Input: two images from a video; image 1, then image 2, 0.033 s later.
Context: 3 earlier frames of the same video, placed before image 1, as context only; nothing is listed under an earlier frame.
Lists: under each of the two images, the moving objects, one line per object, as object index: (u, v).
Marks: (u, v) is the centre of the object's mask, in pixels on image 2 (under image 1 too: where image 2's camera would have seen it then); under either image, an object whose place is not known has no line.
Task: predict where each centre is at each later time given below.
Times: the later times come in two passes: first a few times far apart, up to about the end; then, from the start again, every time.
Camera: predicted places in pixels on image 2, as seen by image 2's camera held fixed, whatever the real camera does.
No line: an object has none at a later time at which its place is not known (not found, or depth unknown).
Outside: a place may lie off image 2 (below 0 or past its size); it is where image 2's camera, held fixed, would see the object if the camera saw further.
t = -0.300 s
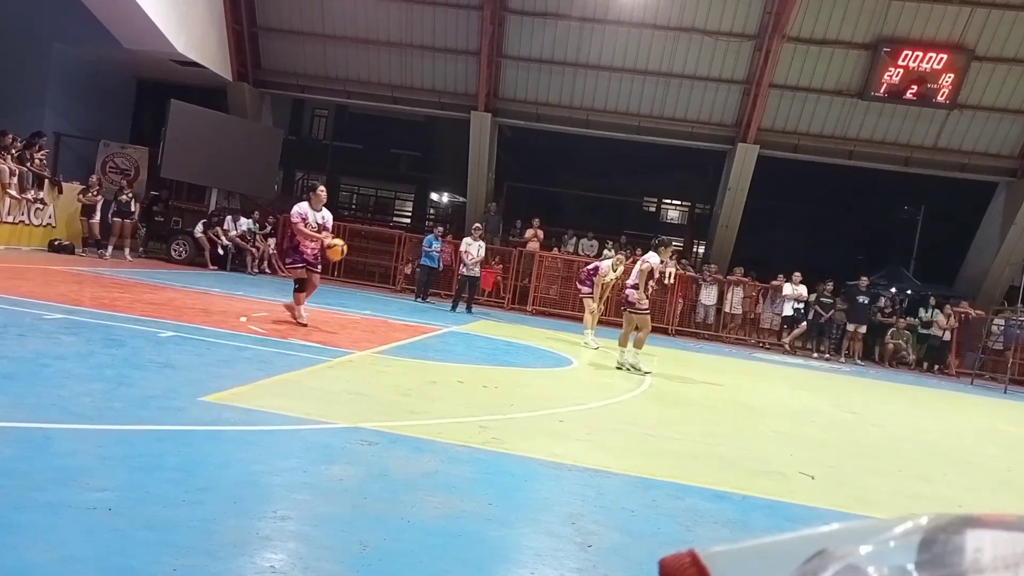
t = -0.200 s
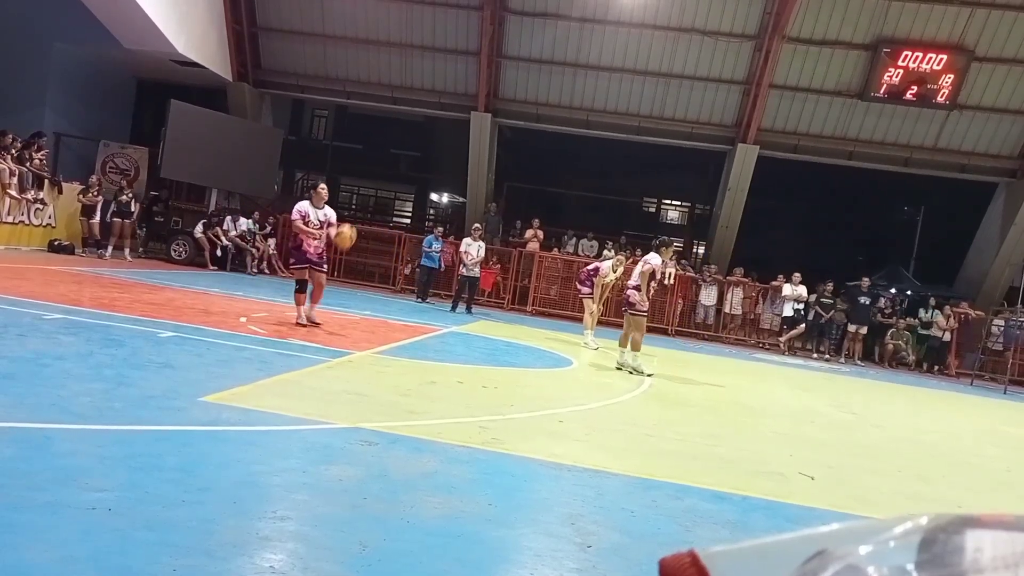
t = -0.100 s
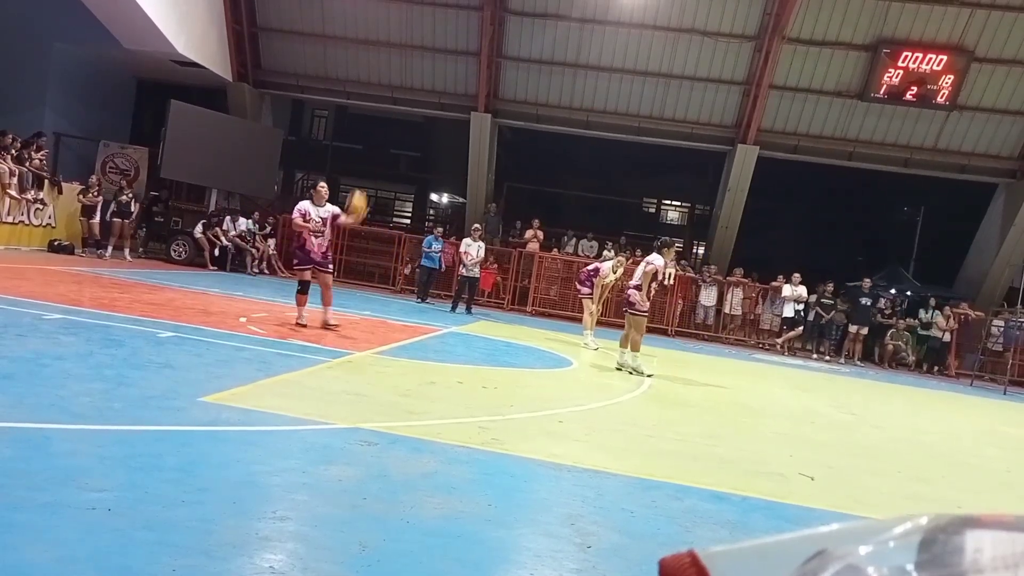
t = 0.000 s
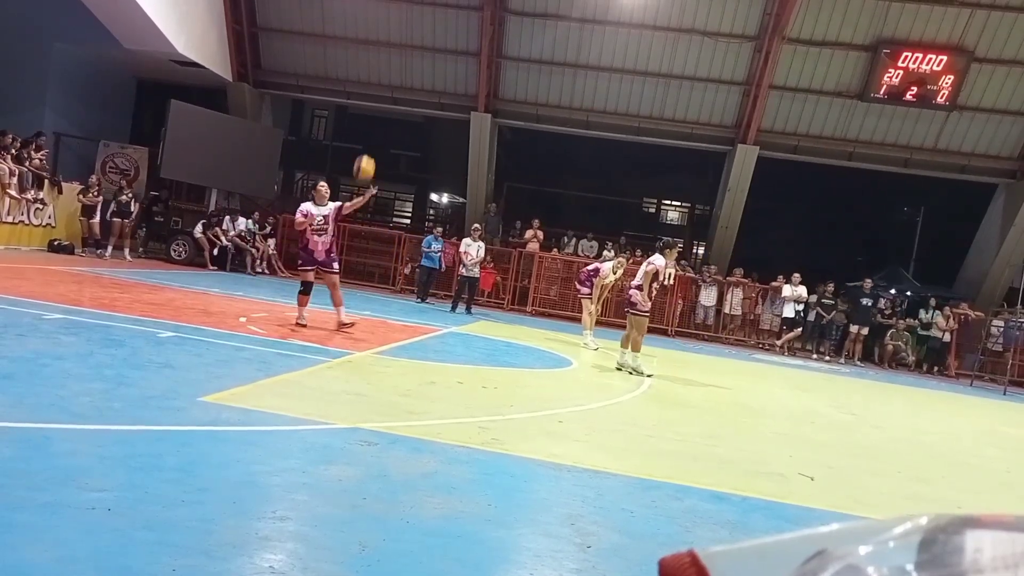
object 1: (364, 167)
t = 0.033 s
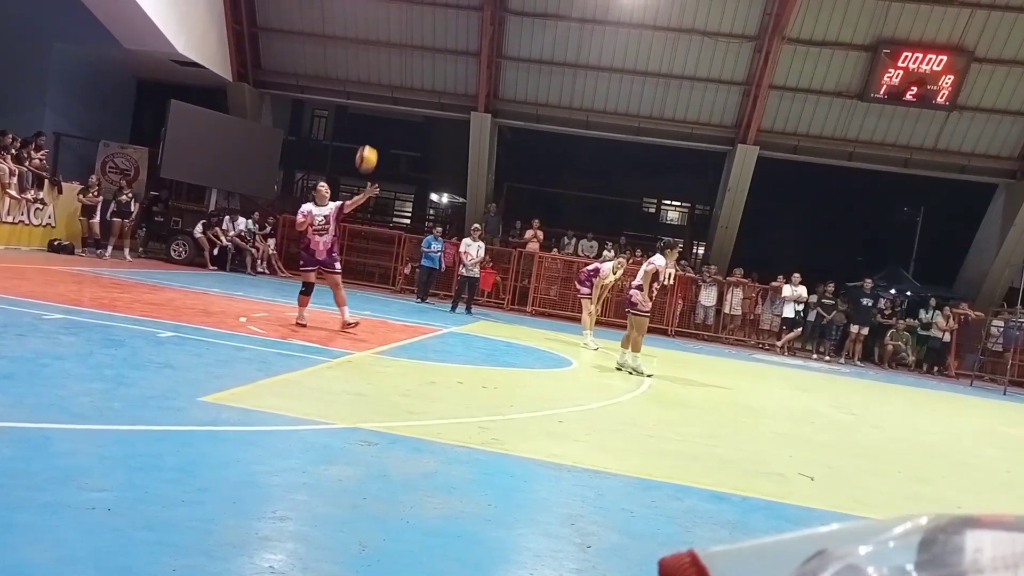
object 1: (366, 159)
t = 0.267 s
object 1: (379, 121)
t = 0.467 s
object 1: (383, 130)
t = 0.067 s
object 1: (369, 150)
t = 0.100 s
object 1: (371, 143)
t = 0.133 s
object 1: (372, 136)
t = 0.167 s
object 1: (374, 131)
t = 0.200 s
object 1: (376, 126)
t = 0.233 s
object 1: (377, 123)
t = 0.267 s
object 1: (379, 121)
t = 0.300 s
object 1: (380, 120)
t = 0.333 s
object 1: (381, 119)
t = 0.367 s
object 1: (382, 121)
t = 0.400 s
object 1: (383, 123)
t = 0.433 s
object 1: (383, 126)
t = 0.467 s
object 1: (383, 130)
